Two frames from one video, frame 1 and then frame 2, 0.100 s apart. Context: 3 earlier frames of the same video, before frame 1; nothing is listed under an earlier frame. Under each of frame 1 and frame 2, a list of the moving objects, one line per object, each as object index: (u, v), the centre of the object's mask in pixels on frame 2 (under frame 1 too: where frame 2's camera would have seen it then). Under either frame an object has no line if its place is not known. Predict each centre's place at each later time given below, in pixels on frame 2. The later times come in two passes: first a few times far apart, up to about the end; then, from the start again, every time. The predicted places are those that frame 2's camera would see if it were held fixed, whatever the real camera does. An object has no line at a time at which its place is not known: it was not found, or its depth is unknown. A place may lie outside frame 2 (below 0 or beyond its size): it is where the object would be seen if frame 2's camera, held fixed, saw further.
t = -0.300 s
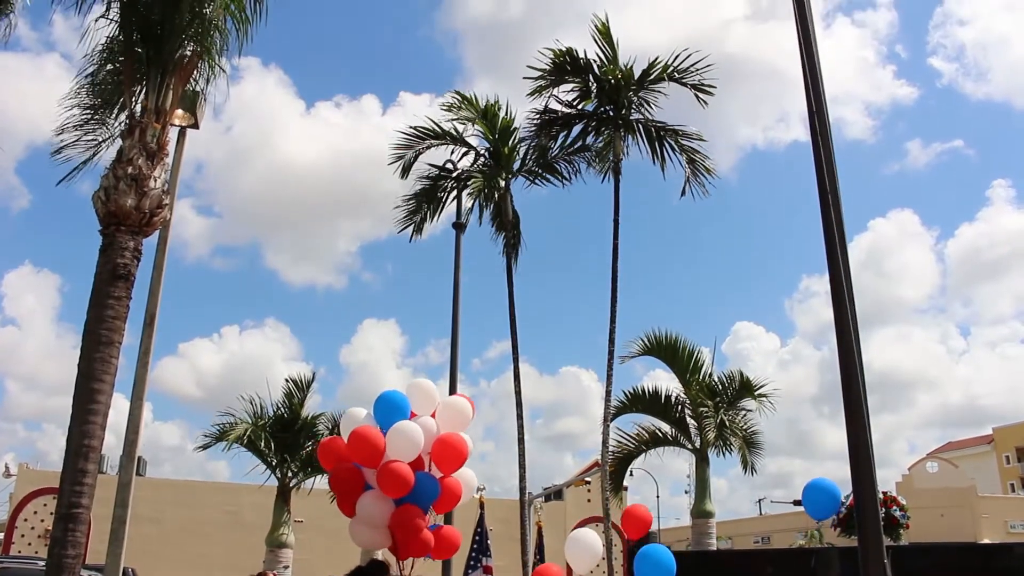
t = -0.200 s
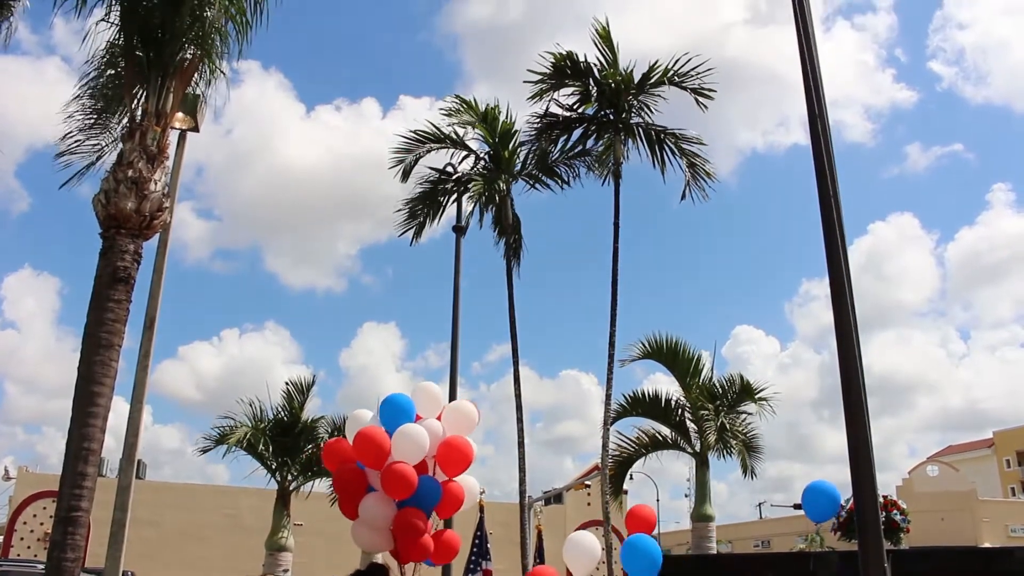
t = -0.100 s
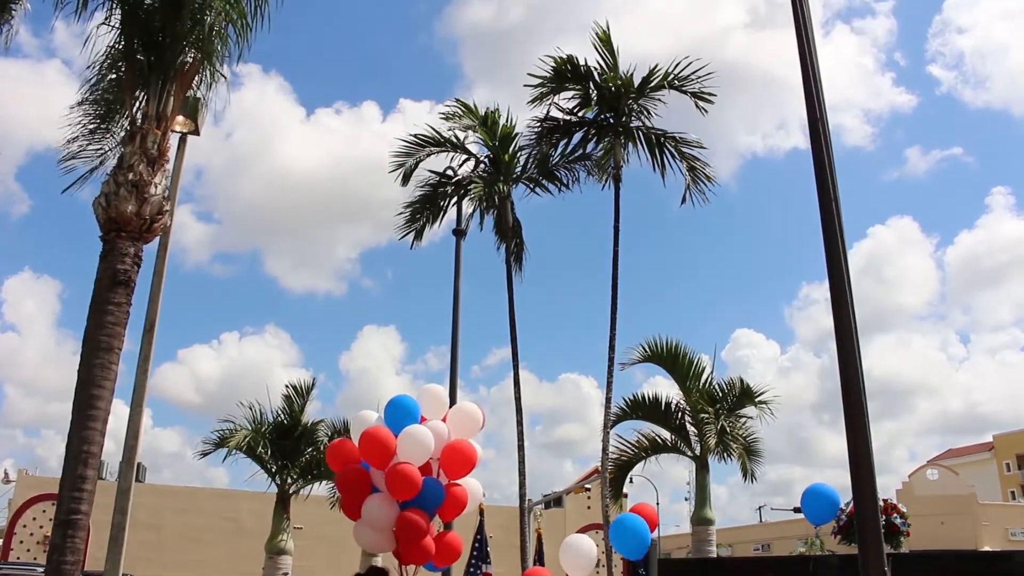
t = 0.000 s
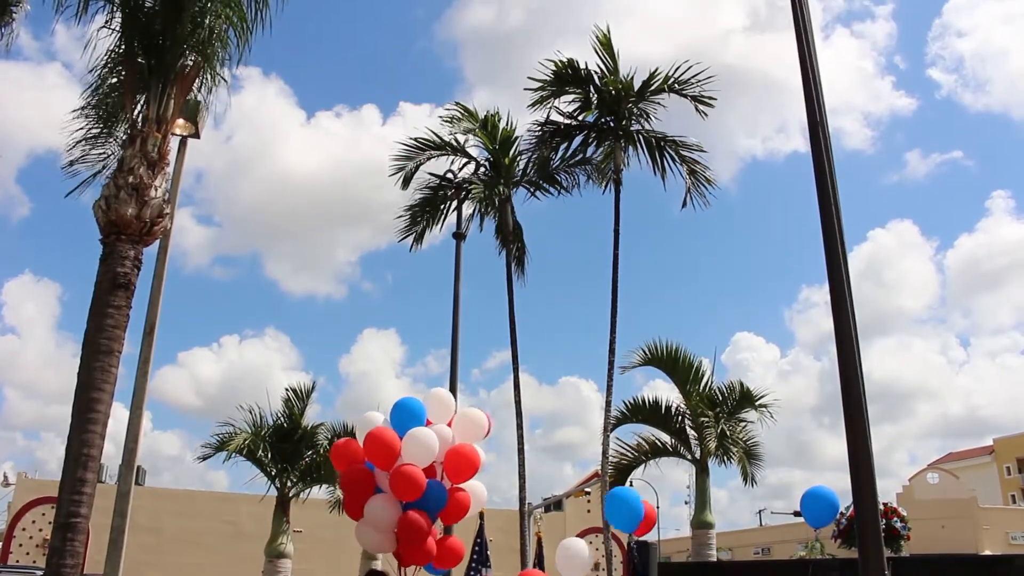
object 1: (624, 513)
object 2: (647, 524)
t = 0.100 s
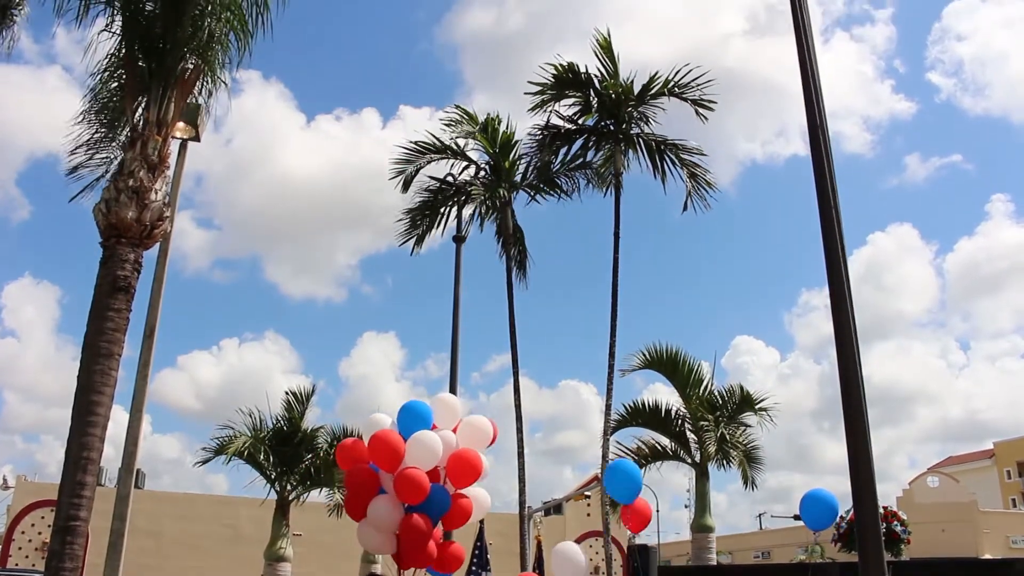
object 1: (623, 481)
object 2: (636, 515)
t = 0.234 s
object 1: (626, 438)
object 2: (626, 508)
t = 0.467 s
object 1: (626, 366)
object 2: (609, 511)
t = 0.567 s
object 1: (625, 338)
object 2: (608, 515)
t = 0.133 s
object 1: (623, 470)
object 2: (634, 512)
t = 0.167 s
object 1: (625, 460)
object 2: (631, 510)
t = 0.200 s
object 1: (626, 449)
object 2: (628, 509)
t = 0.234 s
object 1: (626, 438)
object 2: (626, 508)
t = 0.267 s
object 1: (626, 427)
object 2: (623, 507)
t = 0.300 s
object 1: (627, 417)
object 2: (620, 507)
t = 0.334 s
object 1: (627, 406)
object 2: (617, 507)
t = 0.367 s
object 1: (627, 396)
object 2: (614, 508)
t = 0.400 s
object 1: (626, 385)
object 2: (612, 508)
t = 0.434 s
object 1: (627, 376)
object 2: (610, 510)
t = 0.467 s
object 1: (626, 366)
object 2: (609, 511)
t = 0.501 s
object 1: (626, 357)
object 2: (608, 512)
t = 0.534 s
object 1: (626, 347)
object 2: (608, 514)
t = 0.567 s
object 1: (625, 338)
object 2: (608, 515)
